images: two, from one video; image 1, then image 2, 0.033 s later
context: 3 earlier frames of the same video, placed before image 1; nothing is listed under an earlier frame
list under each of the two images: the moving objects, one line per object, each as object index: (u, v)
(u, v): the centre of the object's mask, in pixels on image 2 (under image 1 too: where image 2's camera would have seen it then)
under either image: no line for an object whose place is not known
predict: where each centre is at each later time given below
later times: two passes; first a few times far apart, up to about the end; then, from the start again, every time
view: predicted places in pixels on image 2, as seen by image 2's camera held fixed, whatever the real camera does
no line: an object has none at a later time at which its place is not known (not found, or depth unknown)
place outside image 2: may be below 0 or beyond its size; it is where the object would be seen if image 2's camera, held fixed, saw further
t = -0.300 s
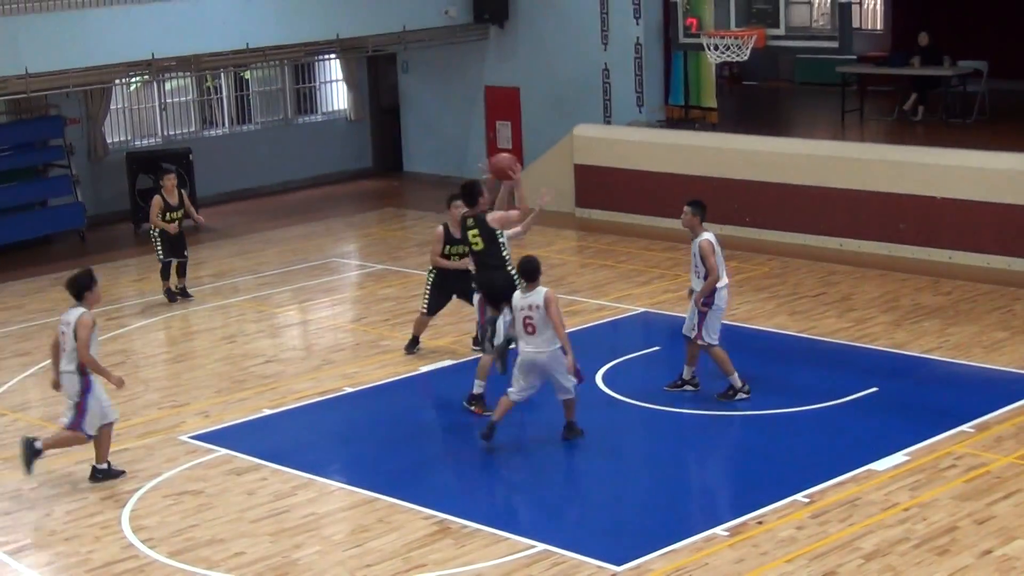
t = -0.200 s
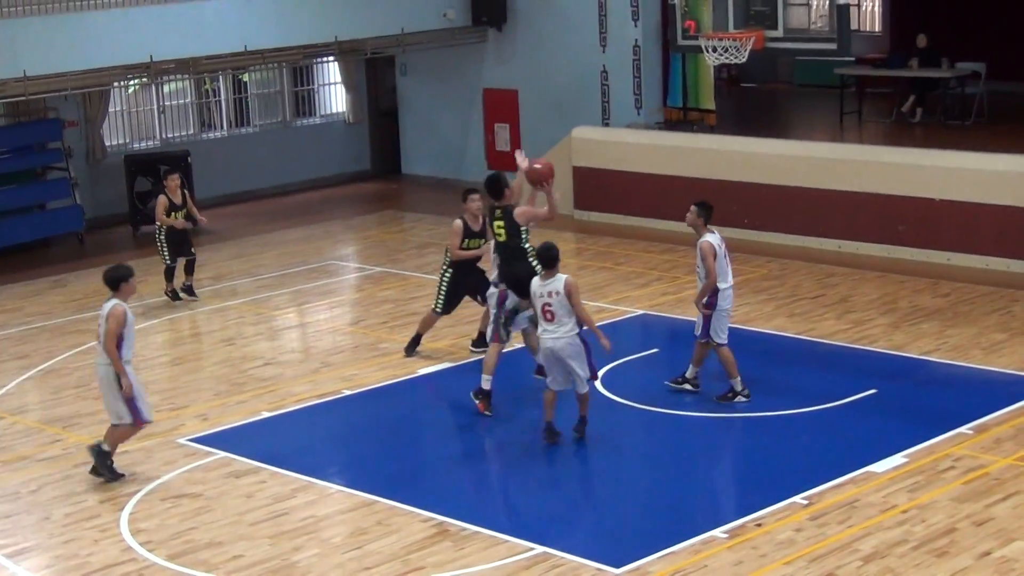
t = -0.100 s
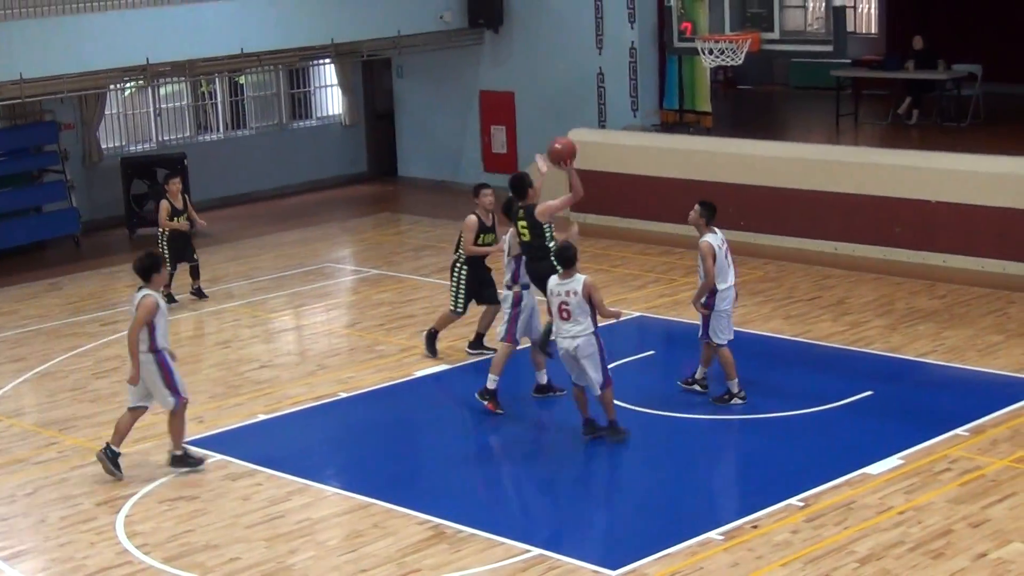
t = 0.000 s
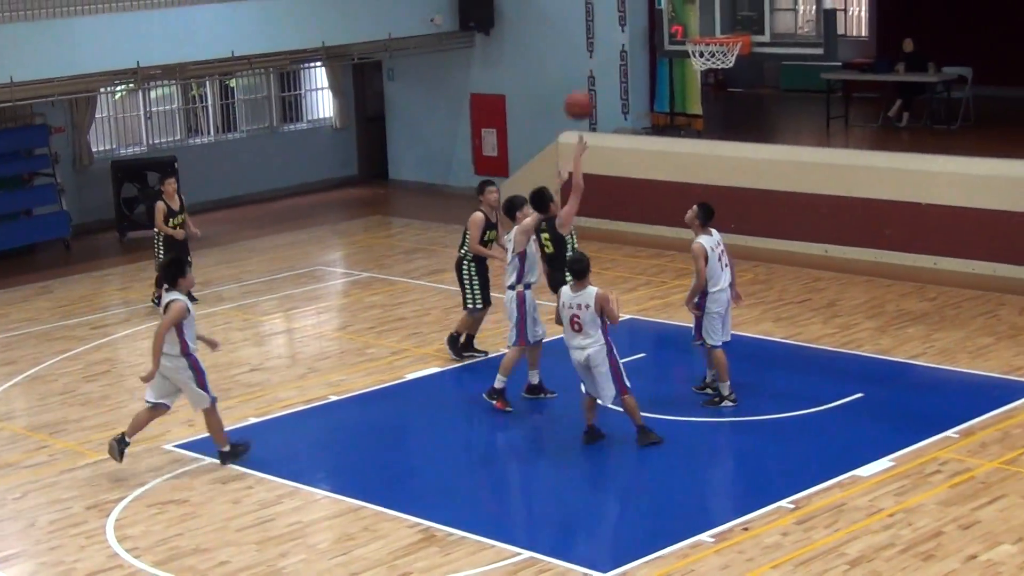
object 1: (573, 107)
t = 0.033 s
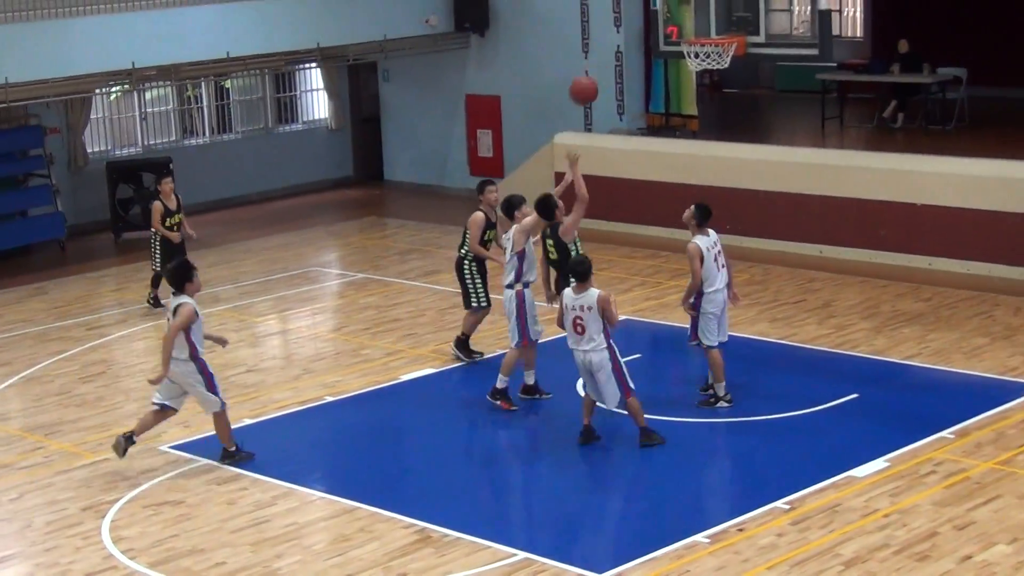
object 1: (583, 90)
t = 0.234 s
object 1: (641, 23)
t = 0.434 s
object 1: (697, 4)
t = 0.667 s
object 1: (755, 36)
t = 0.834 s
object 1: (757, 77)
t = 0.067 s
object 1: (593, 75)
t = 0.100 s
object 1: (602, 63)
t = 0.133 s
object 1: (612, 51)
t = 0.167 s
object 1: (622, 40)
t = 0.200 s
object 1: (631, 31)
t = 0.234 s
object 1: (641, 23)
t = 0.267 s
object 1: (651, 17)
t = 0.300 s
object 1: (659, 12)
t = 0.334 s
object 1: (669, 7)
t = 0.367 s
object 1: (678, 5)
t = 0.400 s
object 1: (687, 4)
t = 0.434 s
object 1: (697, 4)
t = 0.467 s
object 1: (707, 5)
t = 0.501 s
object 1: (716, 8)
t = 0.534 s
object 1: (726, 13)
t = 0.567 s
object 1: (734, 17)
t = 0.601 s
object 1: (743, 24)
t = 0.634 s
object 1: (752, 30)
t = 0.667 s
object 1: (755, 36)
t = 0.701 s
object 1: (753, 43)
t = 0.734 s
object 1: (754, 50)
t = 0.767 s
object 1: (755, 57)
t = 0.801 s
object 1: (756, 67)
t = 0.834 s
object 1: (757, 77)
